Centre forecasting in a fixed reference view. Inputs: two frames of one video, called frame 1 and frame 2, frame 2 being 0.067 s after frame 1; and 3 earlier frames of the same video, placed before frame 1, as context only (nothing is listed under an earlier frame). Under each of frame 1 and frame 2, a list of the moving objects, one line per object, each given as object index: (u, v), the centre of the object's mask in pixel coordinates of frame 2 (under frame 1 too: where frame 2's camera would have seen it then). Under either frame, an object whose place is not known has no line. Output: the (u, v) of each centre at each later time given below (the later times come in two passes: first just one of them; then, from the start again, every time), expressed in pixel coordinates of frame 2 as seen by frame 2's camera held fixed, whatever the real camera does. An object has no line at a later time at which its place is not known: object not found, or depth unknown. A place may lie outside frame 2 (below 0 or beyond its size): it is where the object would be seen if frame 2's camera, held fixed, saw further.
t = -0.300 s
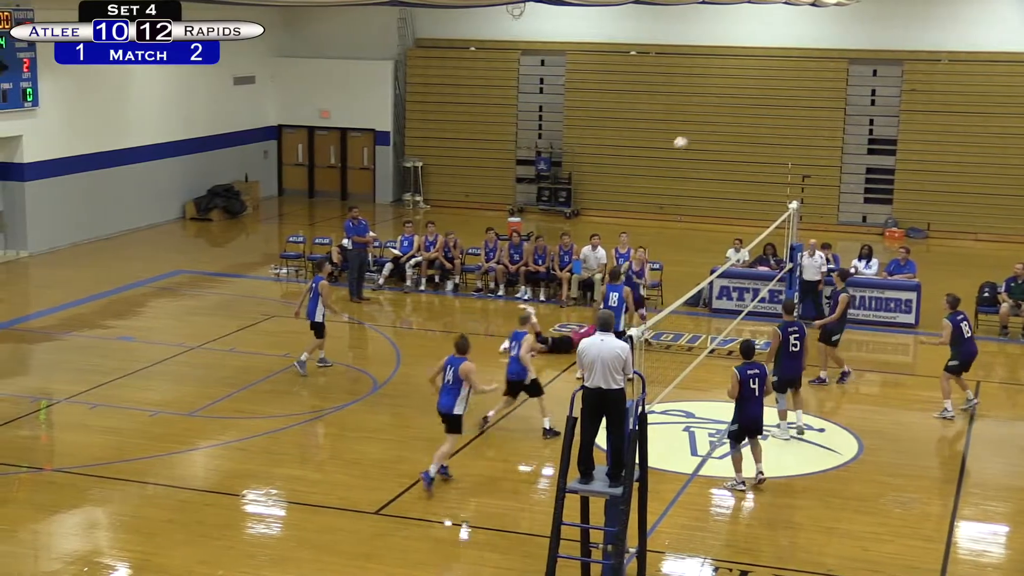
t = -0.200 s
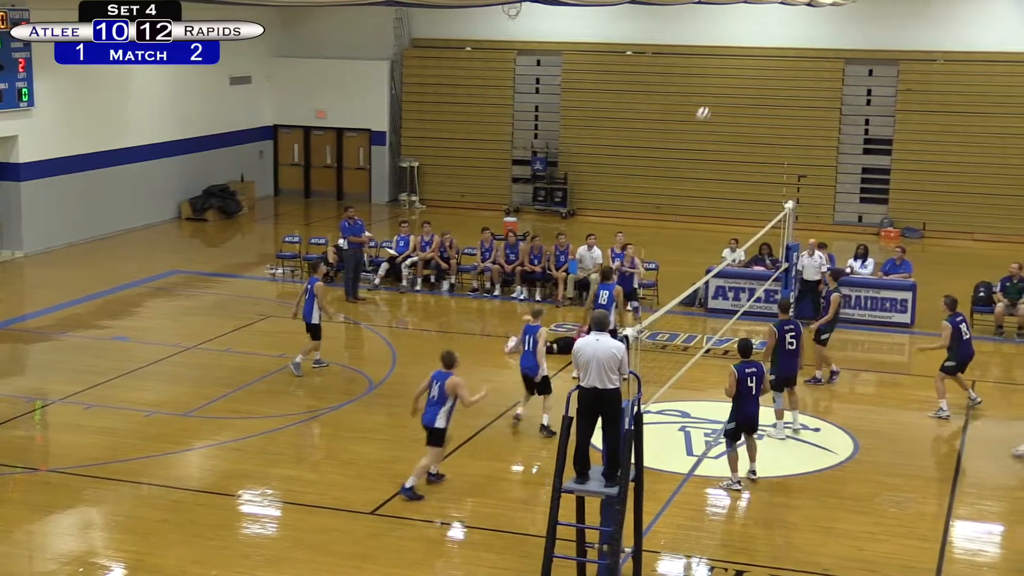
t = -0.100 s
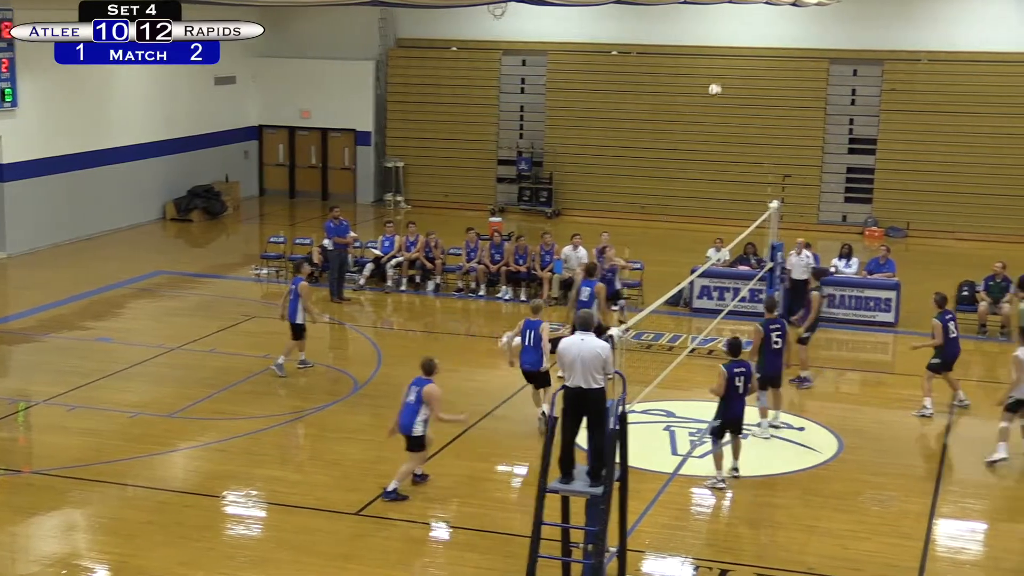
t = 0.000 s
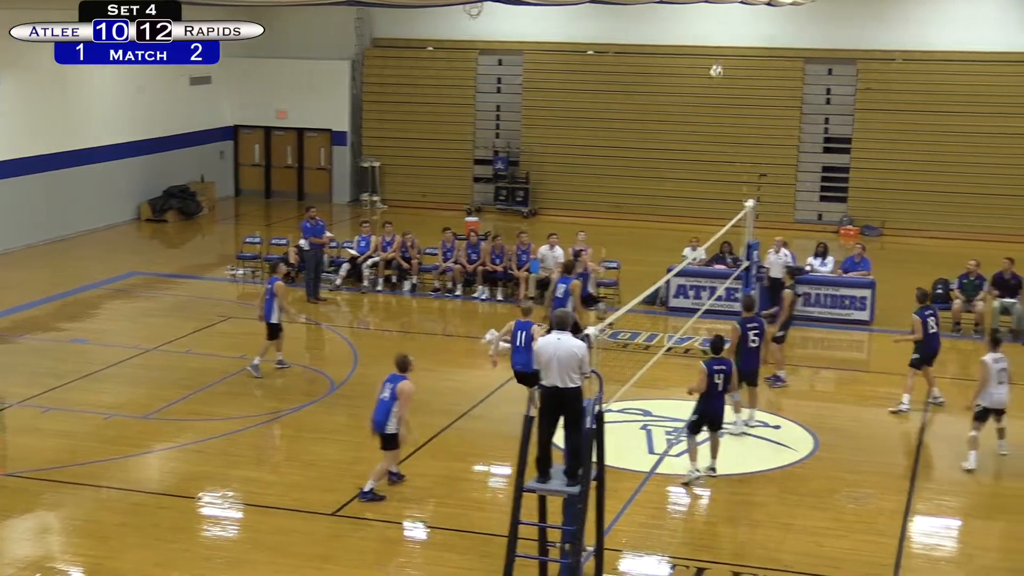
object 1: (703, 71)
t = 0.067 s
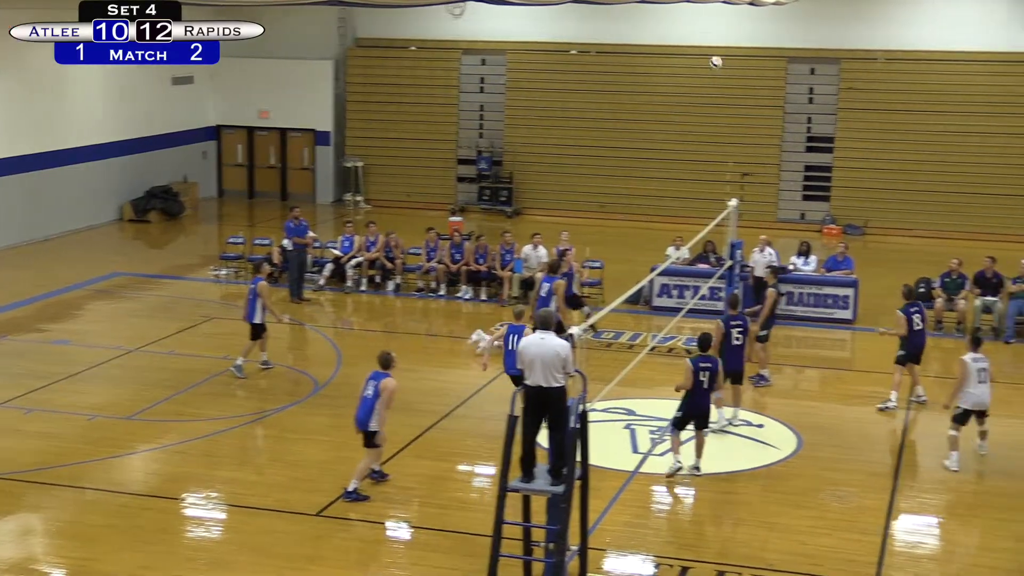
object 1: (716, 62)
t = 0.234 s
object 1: (746, 52)
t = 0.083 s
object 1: (719, 60)
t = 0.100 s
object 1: (722, 59)
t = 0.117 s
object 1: (724, 59)
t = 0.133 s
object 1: (728, 56)
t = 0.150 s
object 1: (731, 55)
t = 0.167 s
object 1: (735, 54)
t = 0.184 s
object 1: (738, 53)
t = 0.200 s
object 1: (741, 53)
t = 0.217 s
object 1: (744, 52)
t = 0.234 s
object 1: (746, 52)
